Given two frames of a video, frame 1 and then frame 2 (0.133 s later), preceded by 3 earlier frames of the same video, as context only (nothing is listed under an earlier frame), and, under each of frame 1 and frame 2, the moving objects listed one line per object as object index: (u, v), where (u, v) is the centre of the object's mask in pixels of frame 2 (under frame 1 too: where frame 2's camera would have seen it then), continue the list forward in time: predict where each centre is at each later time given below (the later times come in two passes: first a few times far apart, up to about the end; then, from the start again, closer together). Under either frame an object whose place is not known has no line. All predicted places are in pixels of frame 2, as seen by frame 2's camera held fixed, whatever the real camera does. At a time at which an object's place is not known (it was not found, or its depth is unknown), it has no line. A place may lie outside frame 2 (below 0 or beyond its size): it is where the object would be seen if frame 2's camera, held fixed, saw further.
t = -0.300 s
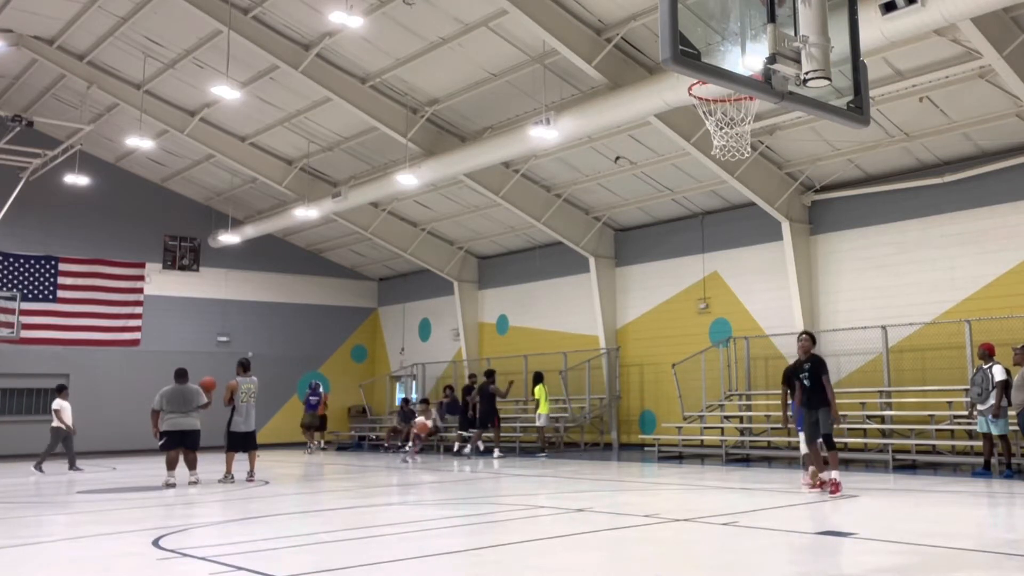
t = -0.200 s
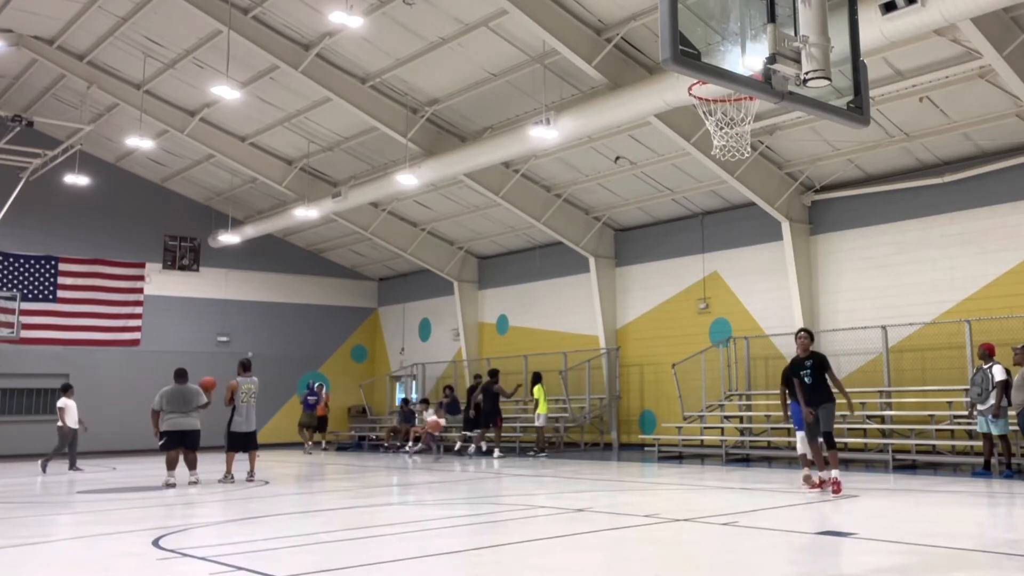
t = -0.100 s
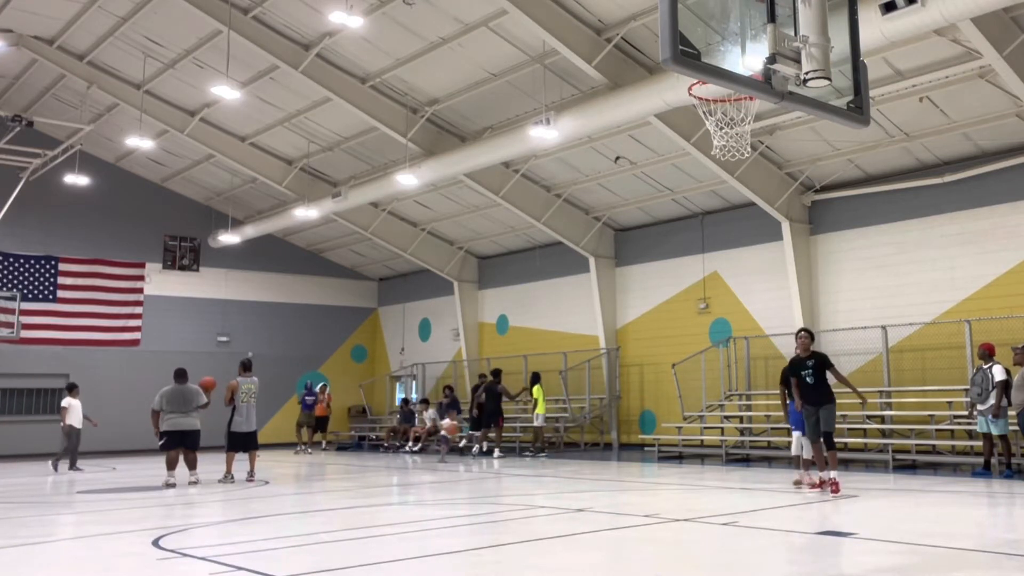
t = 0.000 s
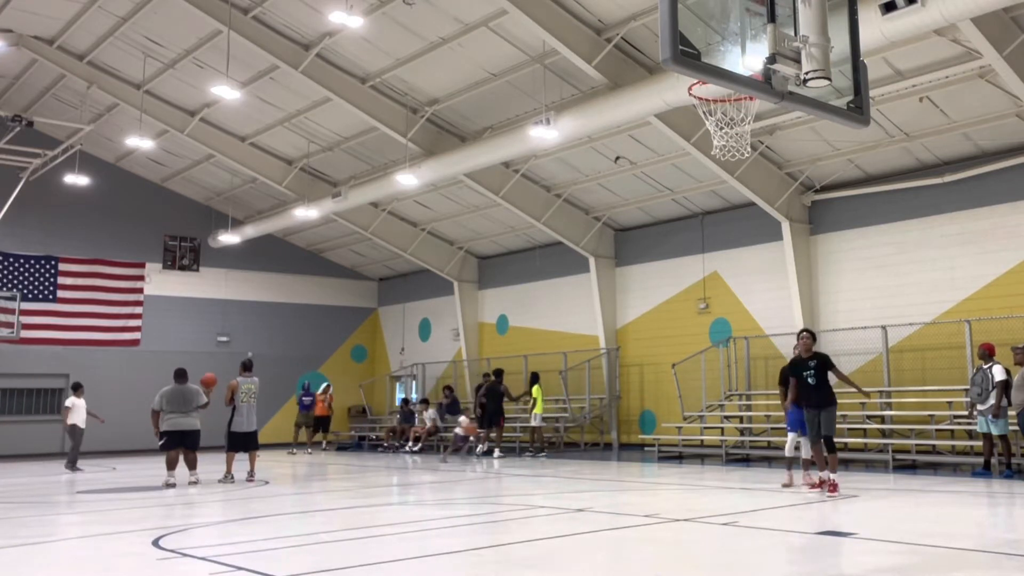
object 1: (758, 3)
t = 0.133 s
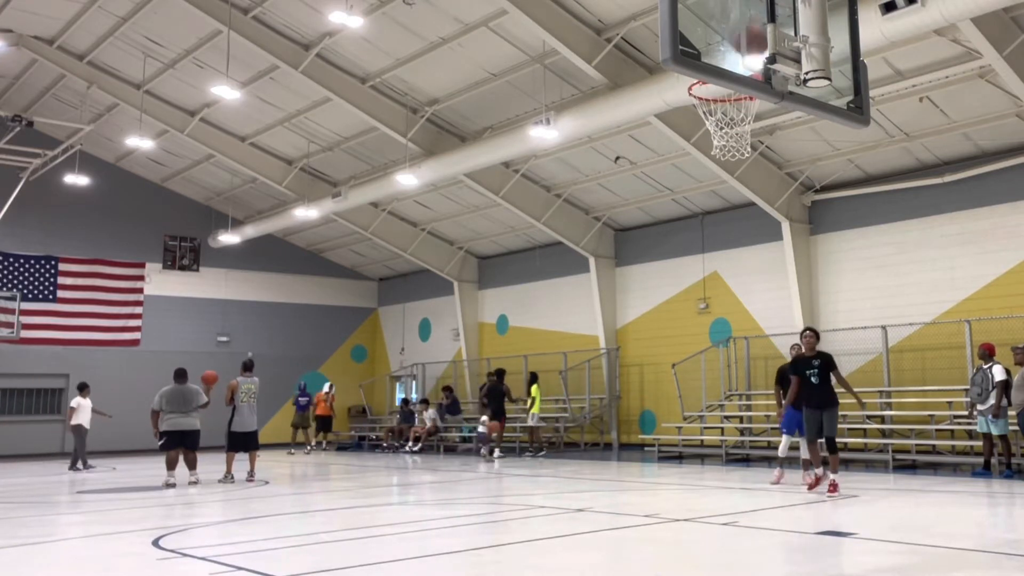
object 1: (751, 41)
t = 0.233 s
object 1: (732, 95)
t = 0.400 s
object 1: (726, 118)
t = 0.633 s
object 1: (758, 128)
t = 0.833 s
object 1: (762, 170)
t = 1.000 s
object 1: (765, 260)
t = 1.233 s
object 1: (774, 481)
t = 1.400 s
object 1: (769, 484)
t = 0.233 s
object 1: (732, 95)
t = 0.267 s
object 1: (721, 96)
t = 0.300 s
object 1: (710, 98)
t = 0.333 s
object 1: (707, 104)
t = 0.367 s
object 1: (717, 108)
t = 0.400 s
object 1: (726, 118)
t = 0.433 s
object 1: (734, 120)
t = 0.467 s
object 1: (742, 124)
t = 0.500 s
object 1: (749, 129)
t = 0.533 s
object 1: (751, 127)
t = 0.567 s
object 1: (753, 125)
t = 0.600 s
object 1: (756, 127)
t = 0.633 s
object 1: (758, 128)
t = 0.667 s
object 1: (759, 131)
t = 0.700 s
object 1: (760, 135)
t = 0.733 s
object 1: (760, 140)
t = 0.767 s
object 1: (761, 148)
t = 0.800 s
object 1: (761, 158)
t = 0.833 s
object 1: (762, 170)
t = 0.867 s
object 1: (762, 184)
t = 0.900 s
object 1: (763, 199)
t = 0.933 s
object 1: (763, 218)
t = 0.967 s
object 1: (764, 237)
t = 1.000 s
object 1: (765, 260)
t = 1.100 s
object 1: (768, 342)
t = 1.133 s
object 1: (770, 375)
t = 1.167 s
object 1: (771, 406)
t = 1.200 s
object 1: (772, 441)
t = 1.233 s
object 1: (774, 481)
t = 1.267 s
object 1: (776, 525)
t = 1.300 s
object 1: (777, 563)
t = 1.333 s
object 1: (775, 547)
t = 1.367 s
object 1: (772, 514)
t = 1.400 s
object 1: (769, 484)
